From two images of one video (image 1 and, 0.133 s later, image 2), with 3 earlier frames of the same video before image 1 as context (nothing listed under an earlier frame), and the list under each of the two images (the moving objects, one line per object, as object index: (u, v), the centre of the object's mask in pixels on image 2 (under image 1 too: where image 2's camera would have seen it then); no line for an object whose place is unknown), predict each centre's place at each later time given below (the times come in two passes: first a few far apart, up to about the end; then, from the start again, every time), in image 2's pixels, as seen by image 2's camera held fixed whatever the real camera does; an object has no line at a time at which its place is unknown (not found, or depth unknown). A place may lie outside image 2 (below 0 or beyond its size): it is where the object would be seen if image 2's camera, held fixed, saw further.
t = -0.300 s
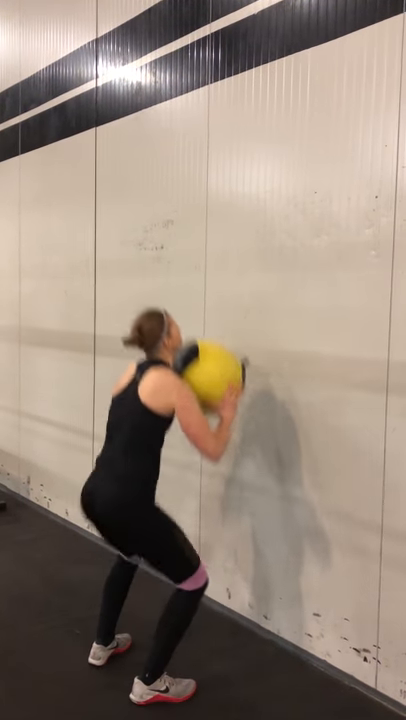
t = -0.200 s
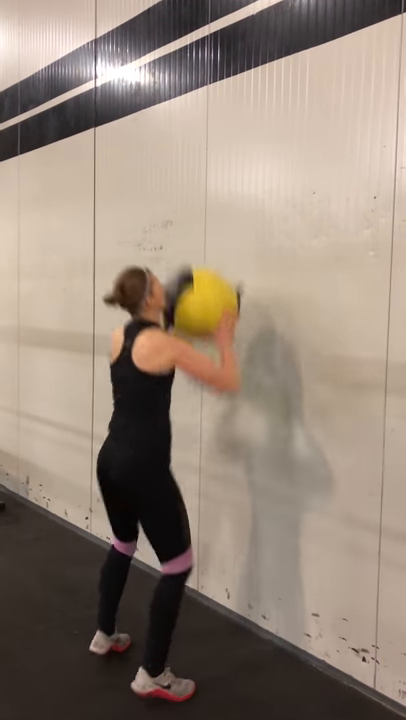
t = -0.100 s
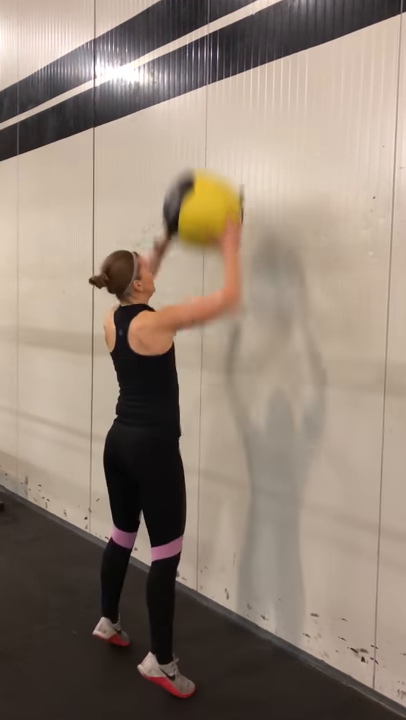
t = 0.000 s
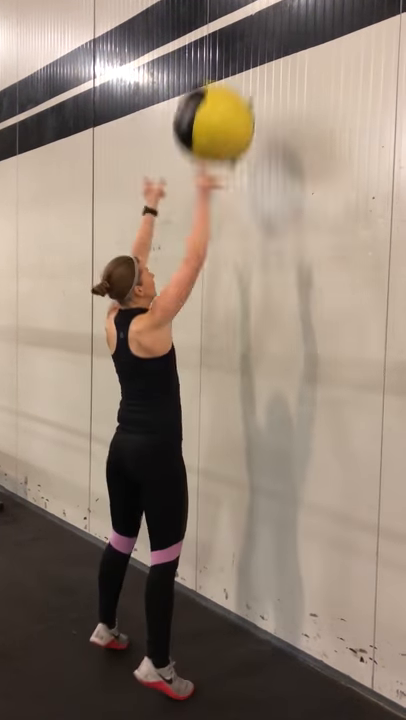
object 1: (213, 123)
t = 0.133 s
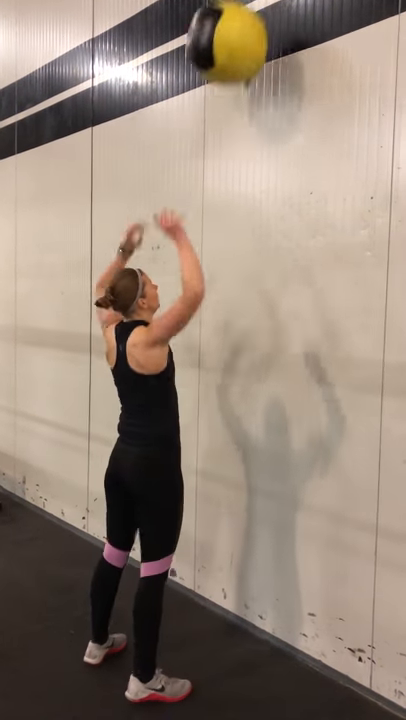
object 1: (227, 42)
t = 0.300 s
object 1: (242, 20)
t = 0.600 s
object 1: (229, 70)
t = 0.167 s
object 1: (231, 34)
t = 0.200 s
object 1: (234, 28)
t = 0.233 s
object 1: (236, 24)
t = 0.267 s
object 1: (239, 22)
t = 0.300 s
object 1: (242, 20)
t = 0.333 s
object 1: (243, 19)
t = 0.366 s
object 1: (242, 19)
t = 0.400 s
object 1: (240, 20)
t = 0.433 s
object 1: (239, 23)
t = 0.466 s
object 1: (237, 26)
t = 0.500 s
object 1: (236, 31)
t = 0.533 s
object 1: (234, 38)
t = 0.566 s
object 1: (232, 53)
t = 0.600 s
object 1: (229, 70)
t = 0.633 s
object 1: (227, 92)
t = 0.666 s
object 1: (224, 115)
